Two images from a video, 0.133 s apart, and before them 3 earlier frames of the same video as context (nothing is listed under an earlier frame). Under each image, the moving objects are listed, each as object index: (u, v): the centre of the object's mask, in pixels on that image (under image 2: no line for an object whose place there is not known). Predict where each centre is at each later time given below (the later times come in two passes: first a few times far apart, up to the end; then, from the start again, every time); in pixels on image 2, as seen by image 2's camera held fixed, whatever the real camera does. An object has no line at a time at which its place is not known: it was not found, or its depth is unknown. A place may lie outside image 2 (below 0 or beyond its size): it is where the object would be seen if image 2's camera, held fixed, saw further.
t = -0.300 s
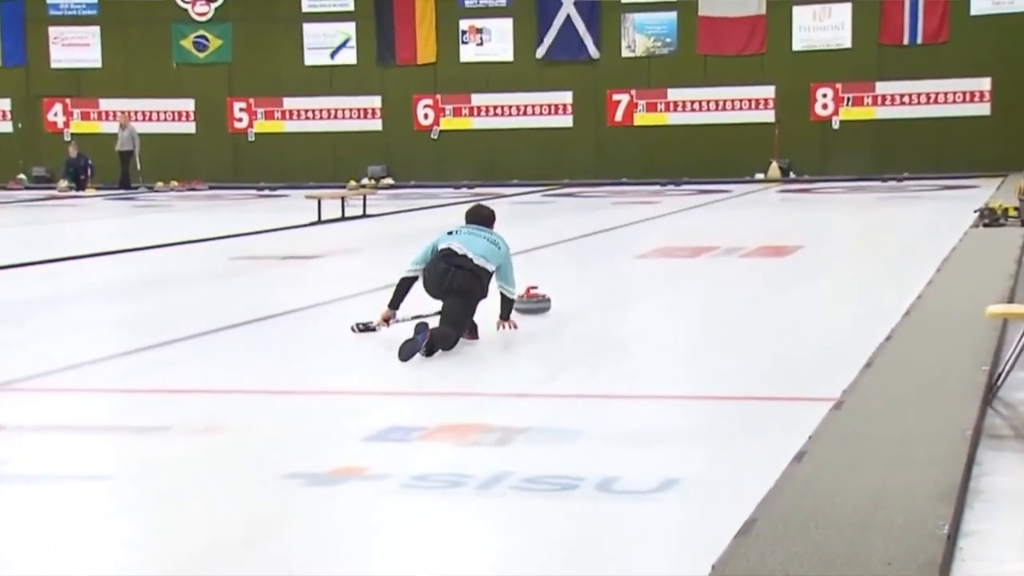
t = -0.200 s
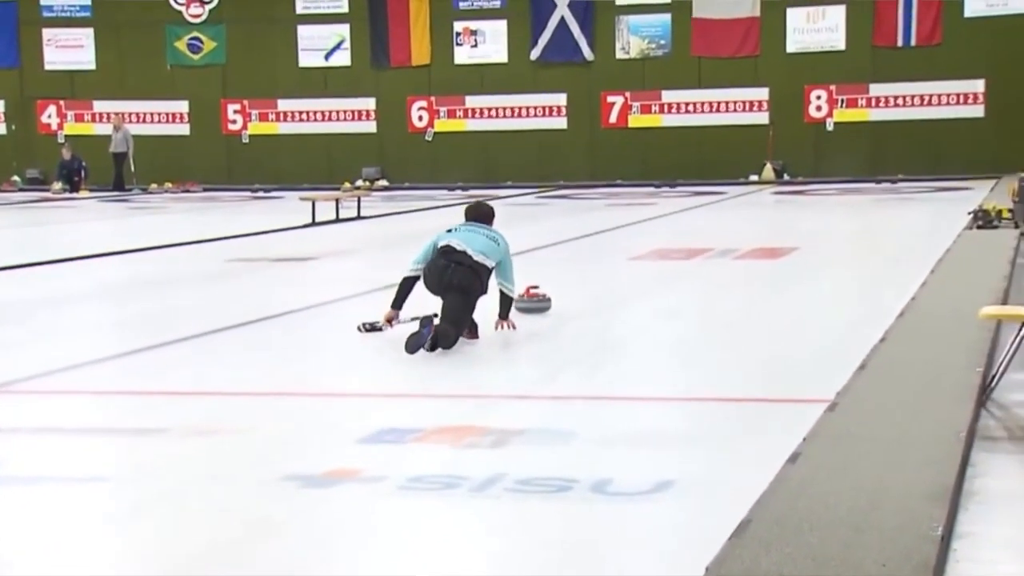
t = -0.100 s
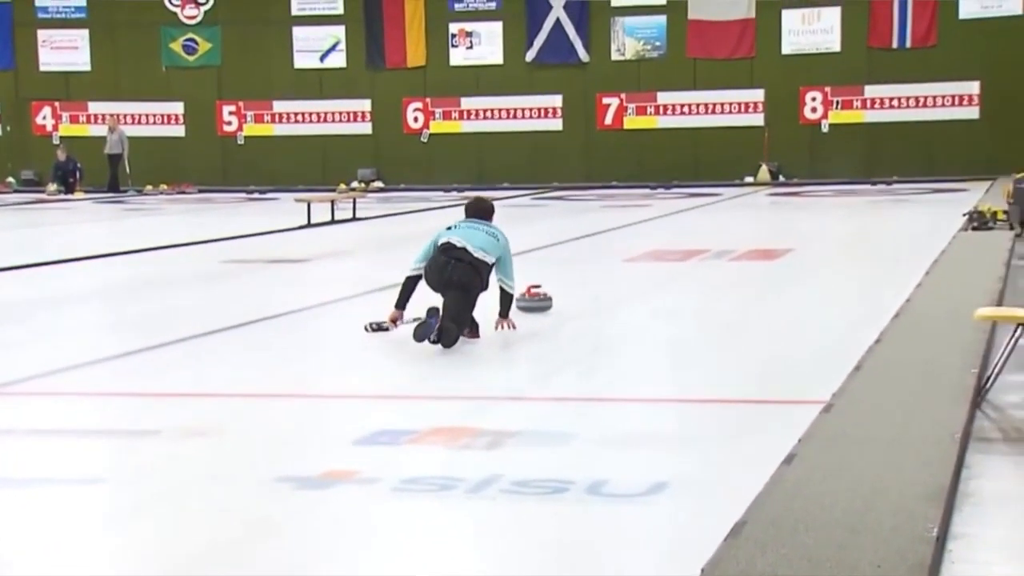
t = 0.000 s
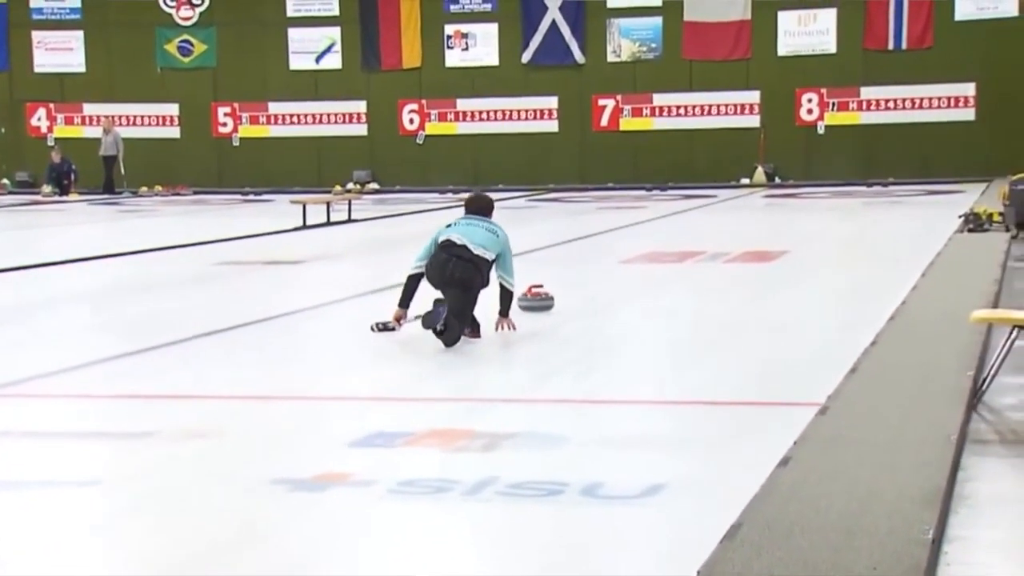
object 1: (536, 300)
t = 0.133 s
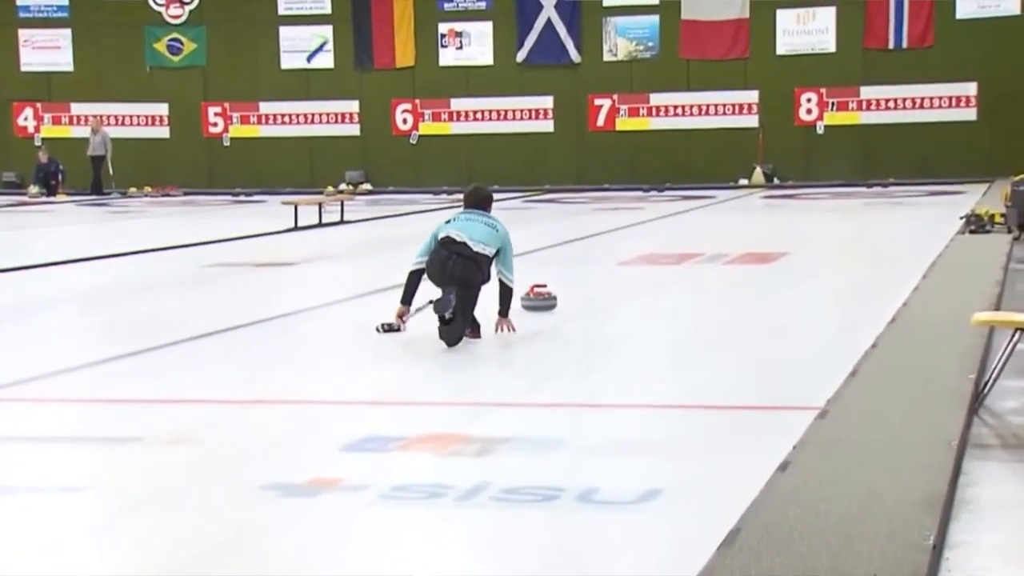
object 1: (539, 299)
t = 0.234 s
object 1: (545, 296)
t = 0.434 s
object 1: (557, 292)
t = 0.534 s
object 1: (562, 290)
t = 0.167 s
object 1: (541, 298)
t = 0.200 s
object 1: (543, 297)
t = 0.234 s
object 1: (545, 296)
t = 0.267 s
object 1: (547, 295)
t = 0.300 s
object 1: (549, 295)
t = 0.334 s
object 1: (551, 294)
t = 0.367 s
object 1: (553, 293)
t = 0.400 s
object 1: (555, 292)
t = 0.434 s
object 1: (557, 292)
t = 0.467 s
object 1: (559, 291)
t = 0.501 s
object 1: (560, 290)
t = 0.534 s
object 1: (562, 290)
